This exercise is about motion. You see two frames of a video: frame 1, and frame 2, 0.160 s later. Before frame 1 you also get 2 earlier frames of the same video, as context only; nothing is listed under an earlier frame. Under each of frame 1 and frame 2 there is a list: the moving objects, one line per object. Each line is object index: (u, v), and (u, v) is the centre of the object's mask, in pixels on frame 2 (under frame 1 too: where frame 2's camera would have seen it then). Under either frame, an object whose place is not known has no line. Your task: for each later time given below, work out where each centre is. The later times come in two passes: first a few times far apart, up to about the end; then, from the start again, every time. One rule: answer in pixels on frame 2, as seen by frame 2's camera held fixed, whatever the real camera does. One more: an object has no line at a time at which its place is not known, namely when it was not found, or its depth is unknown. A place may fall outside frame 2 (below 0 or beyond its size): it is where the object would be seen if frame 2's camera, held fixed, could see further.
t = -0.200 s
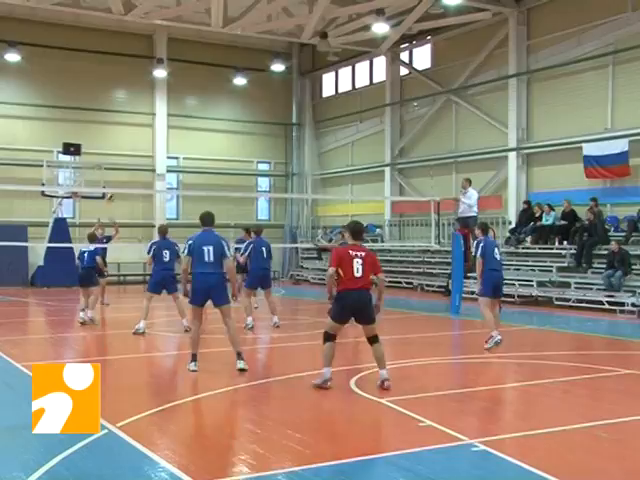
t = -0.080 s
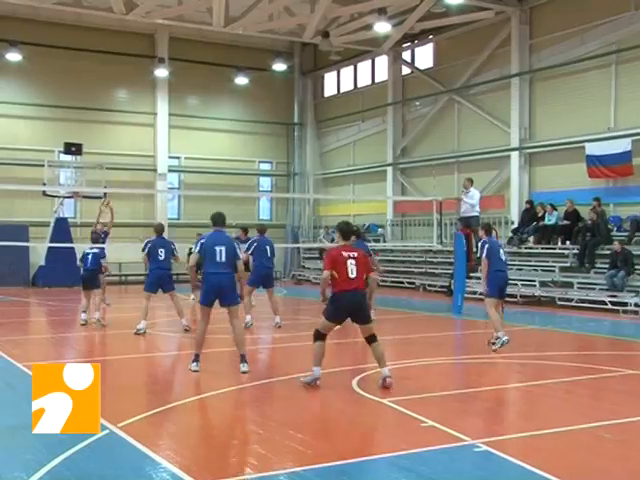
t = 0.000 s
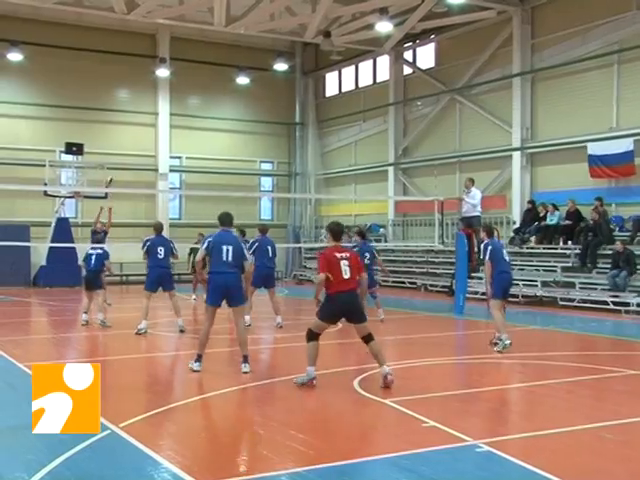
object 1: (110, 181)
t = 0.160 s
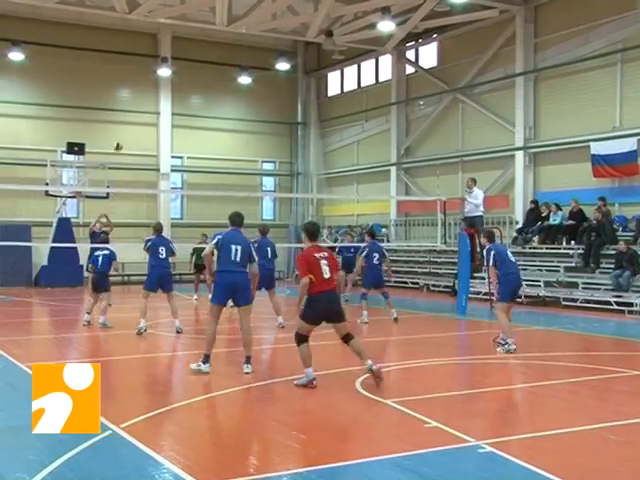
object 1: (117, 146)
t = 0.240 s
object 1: (120, 132)
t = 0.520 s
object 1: (131, 107)
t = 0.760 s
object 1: (140, 113)
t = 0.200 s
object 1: (119, 139)
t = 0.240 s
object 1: (120, 132)
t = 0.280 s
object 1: (122, 127)
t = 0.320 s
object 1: (123, 122)
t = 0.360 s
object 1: (125, 118)
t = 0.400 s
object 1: (126, 114)
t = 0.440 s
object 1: (128, 111)
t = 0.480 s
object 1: (130, 109)
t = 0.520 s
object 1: (131, 107)
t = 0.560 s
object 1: (132, 107)
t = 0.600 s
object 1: (133, 107)
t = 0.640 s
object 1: (135, 107)
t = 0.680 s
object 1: (137, 108)
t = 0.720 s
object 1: (138, 110)
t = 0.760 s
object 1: (140, 113)
